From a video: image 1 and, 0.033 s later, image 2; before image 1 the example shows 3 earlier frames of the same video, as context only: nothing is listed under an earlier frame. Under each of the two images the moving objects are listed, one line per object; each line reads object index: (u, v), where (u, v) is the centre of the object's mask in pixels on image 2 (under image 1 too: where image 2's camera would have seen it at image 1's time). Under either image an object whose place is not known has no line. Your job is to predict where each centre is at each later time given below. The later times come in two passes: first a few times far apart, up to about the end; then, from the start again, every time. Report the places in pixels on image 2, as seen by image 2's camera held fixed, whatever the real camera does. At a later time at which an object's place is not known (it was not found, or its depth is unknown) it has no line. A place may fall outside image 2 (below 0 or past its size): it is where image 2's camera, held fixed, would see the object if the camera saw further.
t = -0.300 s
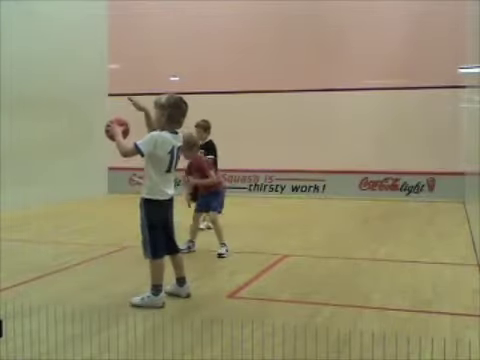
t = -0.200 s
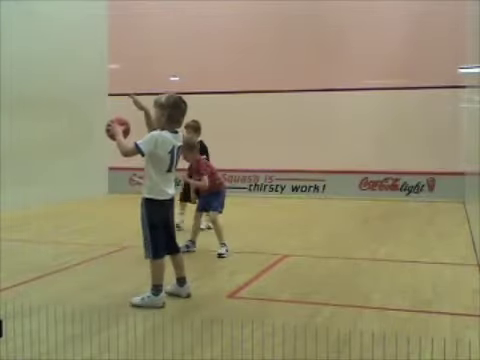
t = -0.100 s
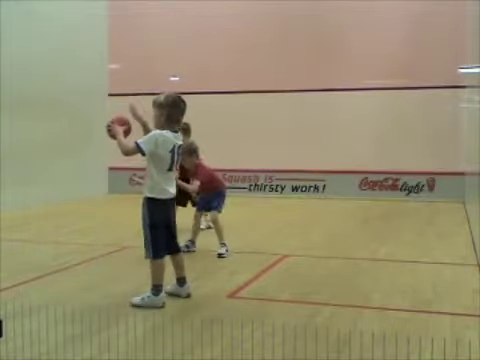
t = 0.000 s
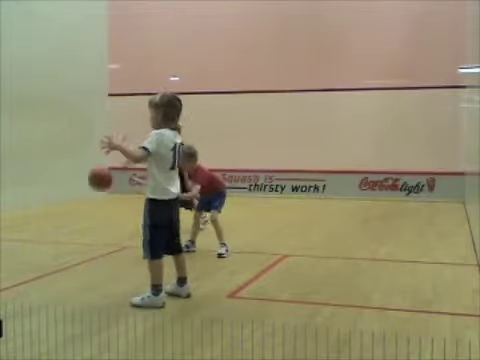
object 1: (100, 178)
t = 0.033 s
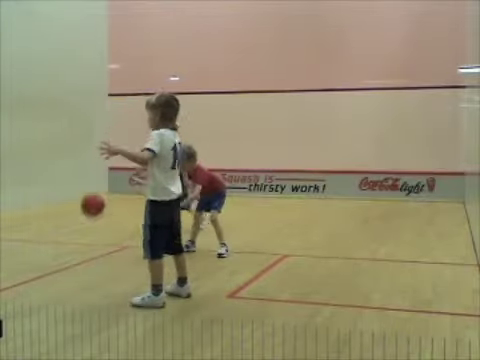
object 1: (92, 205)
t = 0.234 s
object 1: (71, 234)
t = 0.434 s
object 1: (70, 178)
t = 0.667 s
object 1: (70, 183)
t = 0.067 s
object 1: (85, 231)
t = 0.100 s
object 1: (78, 260)
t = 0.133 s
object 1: (72, 285)
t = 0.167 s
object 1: (72, 267)
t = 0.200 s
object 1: (71, 250)
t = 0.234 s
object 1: (71, 234)
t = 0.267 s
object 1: (71, 221)
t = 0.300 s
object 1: (71, 209)
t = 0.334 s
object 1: (70, 199)
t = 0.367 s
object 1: (70, 191)
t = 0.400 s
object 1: (70, 183)
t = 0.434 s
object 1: (70, 178)
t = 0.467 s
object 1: (70, 175)
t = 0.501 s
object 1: (70, 173)
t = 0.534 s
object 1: (70, 172)
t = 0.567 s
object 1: (70, 173)
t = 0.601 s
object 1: (70, 175)
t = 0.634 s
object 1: (70, 178)
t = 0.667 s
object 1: (70, 183)
